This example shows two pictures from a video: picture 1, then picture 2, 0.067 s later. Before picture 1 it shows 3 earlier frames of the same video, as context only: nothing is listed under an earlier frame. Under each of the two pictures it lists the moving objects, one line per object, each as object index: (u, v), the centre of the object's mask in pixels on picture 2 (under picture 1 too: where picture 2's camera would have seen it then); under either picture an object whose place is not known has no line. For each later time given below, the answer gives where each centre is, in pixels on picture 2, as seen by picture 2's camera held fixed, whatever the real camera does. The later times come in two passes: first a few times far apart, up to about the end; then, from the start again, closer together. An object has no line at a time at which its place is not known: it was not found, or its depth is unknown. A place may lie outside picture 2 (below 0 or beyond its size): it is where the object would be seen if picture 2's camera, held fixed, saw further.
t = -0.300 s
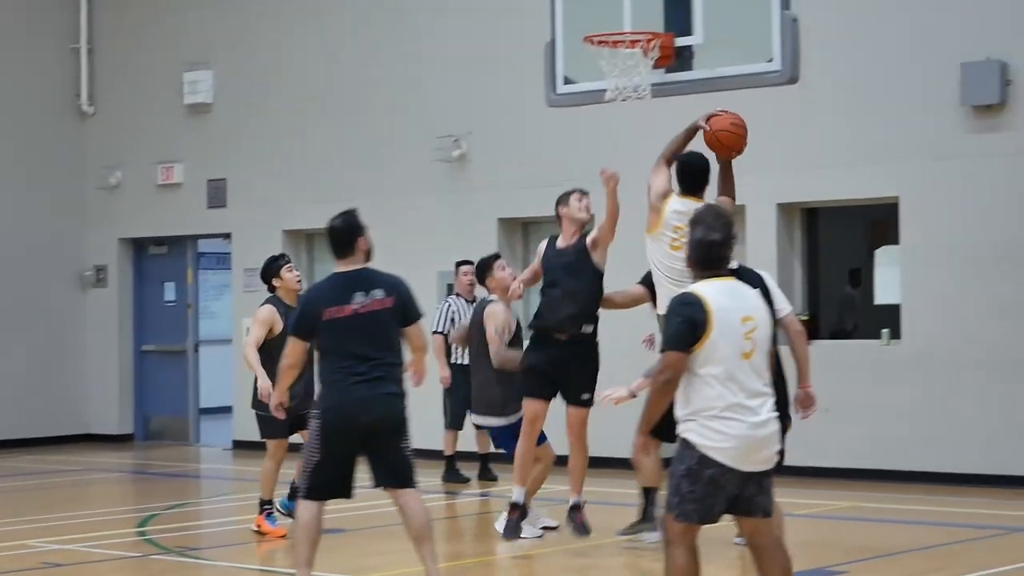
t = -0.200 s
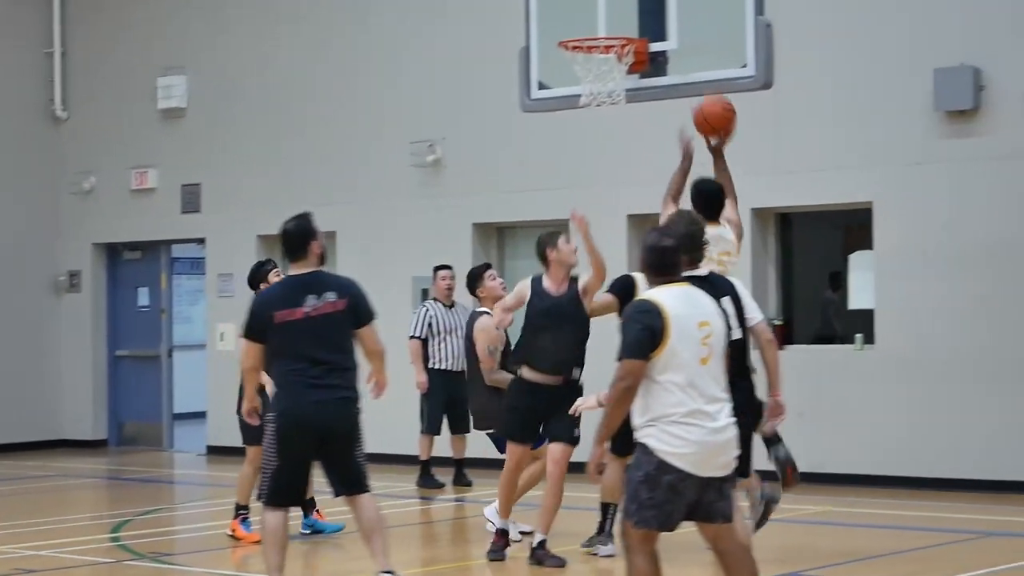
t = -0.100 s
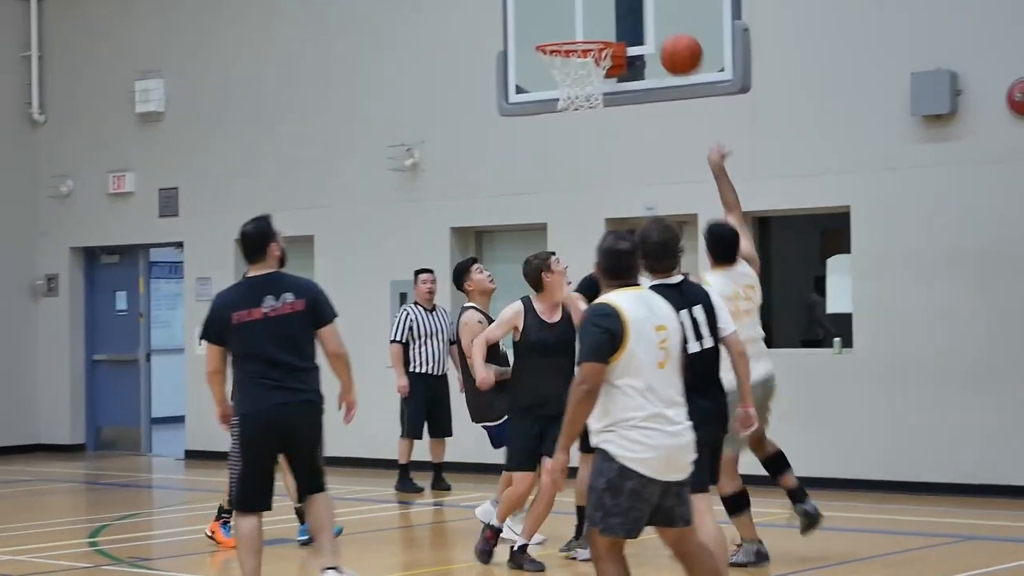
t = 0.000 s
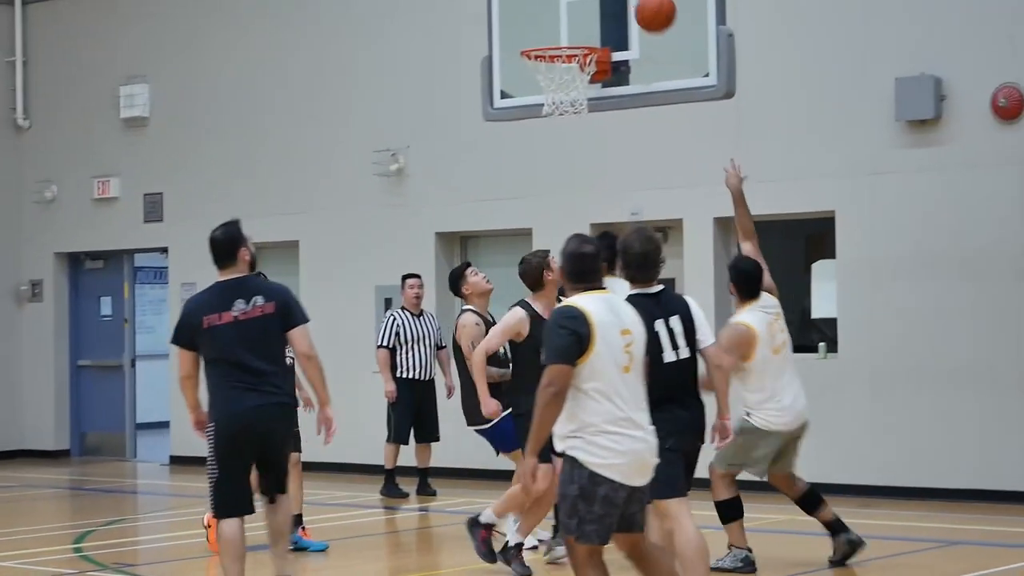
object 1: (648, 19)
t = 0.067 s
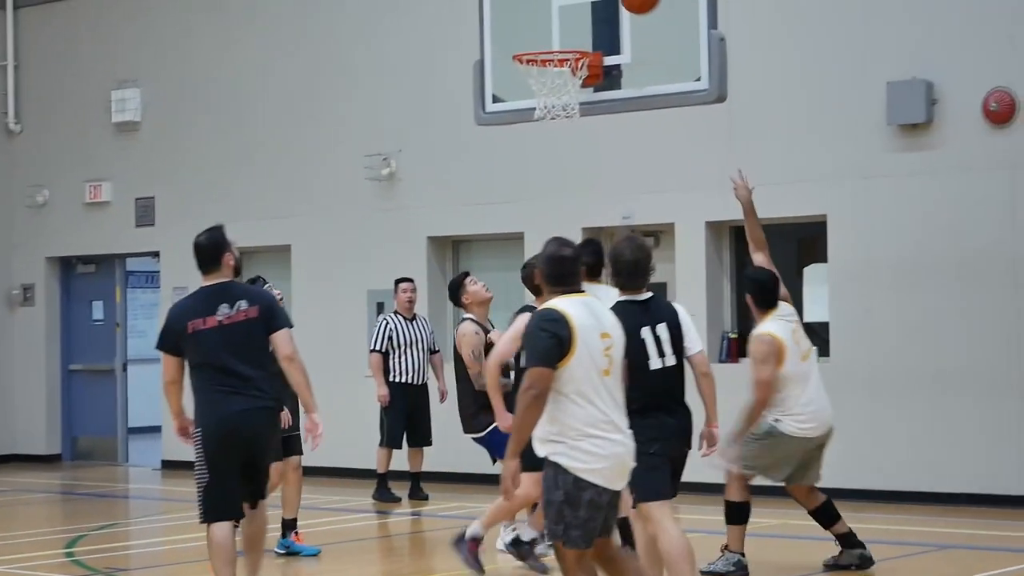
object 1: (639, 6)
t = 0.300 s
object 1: (615, -14)
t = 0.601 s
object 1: (554, 70)
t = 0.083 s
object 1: (638, 3)
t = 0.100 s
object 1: (636, 1)
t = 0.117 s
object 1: (634, -1)
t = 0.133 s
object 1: (632, -3)
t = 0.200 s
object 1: (626, -10)
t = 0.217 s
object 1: (624, -11)
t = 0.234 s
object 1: (623, -12)
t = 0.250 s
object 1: (620, -13)
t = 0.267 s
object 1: (620, -13)
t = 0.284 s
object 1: (617, -14)
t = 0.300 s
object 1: (615, -14)
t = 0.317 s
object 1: (614, -14)
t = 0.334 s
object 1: (612, -13)
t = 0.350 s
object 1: (611, -13)
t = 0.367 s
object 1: (609, -12)
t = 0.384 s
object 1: (605, -10)
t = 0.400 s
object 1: (601, -7)
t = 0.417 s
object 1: (597, -4)
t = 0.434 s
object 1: (594, 1)
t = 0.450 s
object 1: (590, 5)
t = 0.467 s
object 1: (587, 10)
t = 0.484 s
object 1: (583, 16)
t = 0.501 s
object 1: (580, 22)
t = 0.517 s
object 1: (576, 28)
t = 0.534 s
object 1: (572, 34)
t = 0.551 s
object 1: (568, 38)
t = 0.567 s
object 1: (565, 42)
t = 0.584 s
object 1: (560, 46)
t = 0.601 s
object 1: (554, 70)
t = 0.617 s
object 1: (553, 74)
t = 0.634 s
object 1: (550, 80)
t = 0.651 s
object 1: (547, 87)
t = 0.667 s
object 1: (545, 90)
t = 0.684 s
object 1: (544, 91)
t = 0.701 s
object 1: (543, 93)
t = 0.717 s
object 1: (542, 95)
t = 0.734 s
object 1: (541, 96)
